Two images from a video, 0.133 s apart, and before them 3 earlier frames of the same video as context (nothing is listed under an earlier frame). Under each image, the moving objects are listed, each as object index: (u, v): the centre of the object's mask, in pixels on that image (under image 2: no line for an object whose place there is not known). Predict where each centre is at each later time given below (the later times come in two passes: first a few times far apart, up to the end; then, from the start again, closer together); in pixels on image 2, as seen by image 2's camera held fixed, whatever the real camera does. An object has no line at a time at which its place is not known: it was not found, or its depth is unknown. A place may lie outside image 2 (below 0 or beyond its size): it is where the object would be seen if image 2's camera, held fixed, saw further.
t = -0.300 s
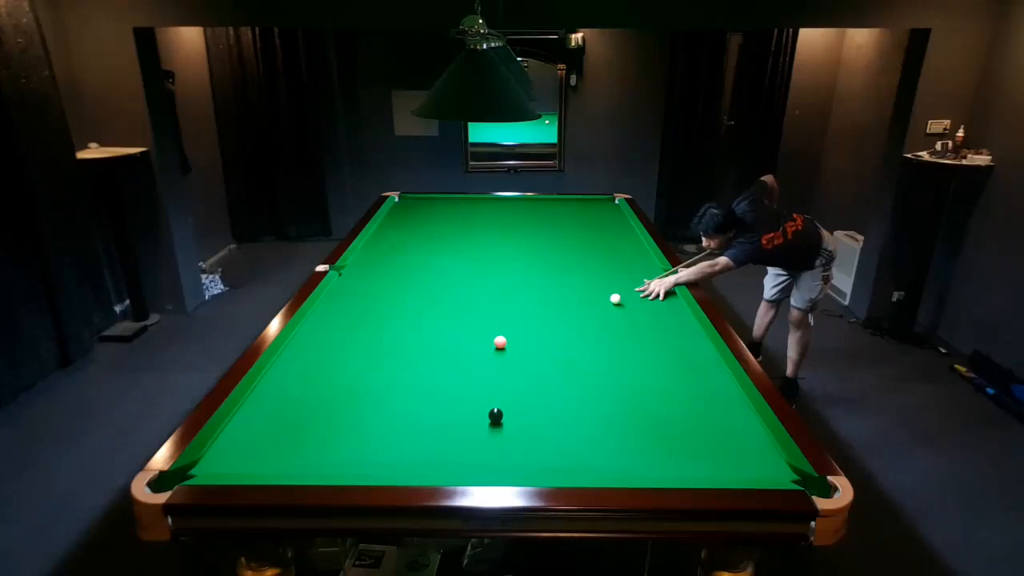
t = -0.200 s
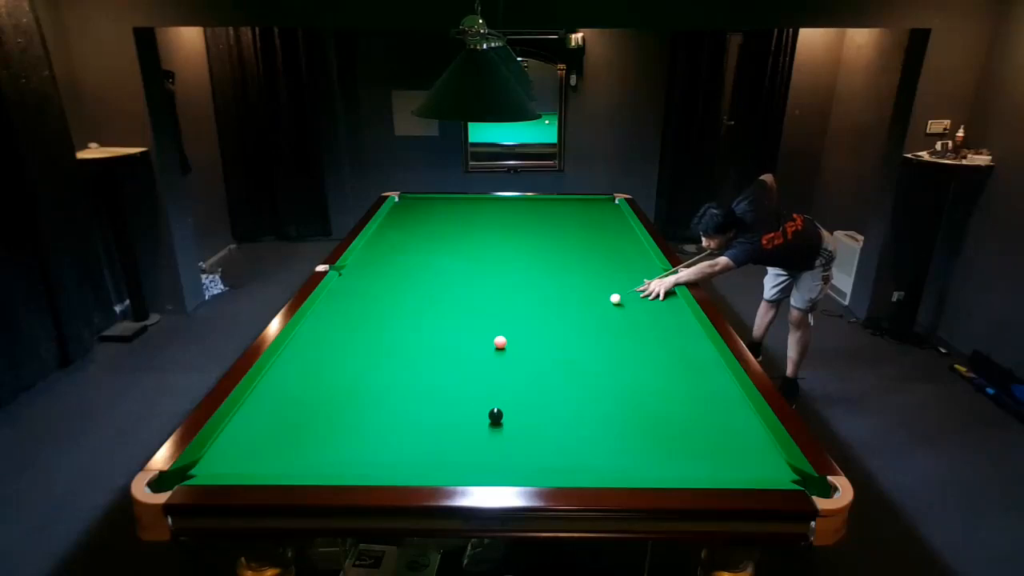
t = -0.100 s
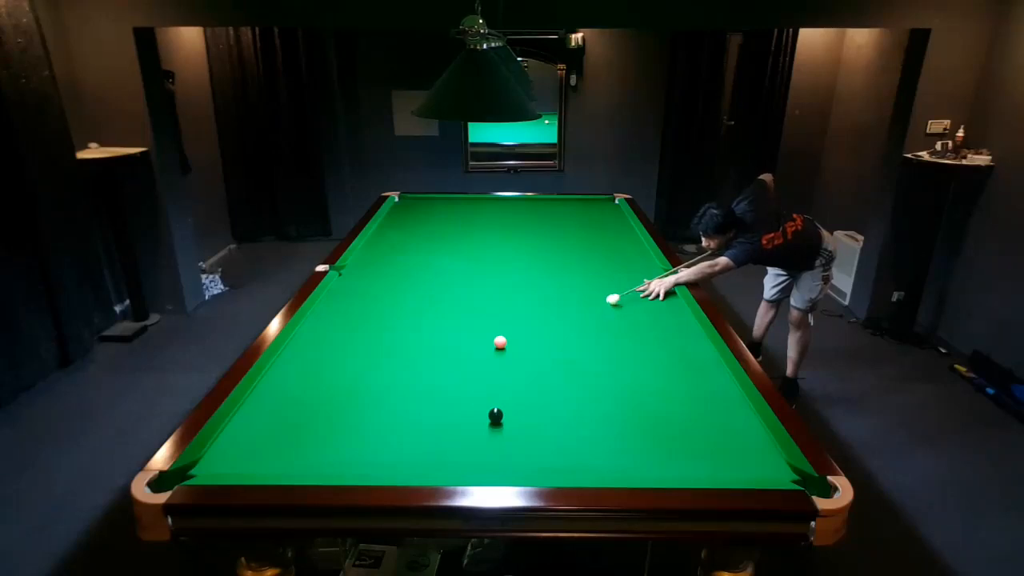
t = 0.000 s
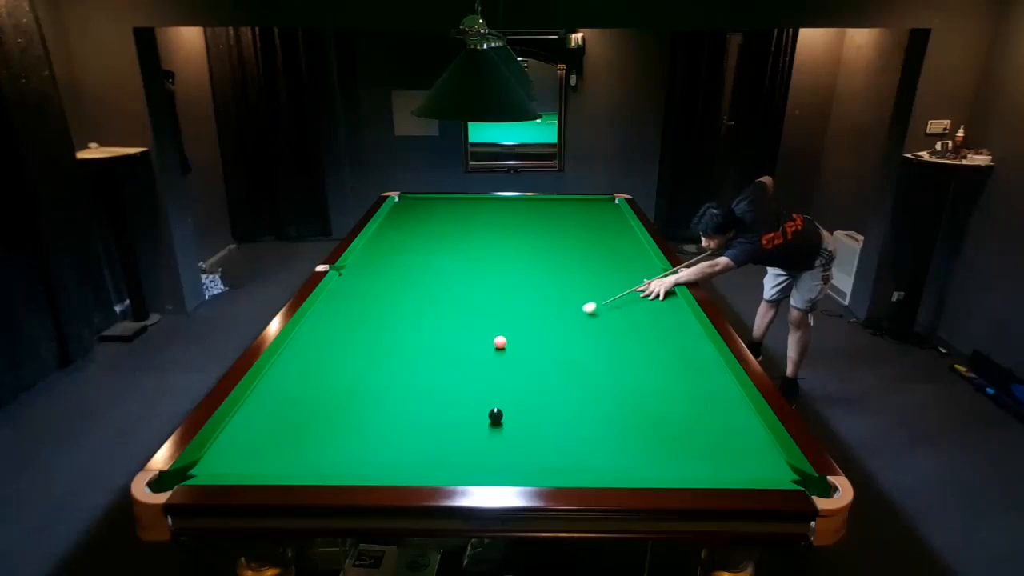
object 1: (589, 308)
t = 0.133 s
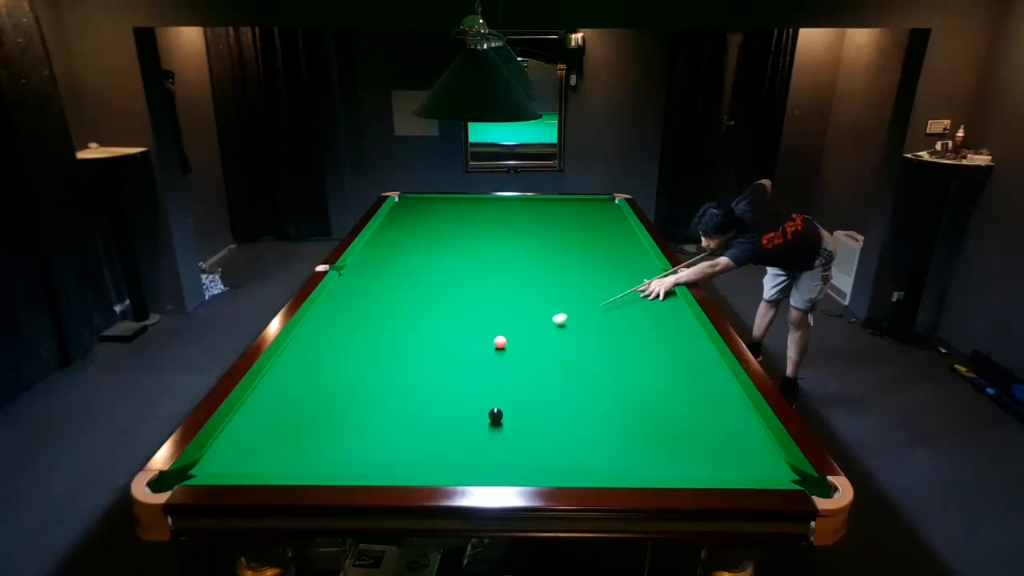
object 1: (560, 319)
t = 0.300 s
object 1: (522, 333)
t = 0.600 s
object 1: (493, 342)
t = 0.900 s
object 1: (470, 348)
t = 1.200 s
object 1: (448, 353)
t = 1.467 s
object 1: (429, 358)
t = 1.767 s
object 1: (409, 363)
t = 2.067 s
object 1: (390, 367)
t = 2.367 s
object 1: (373, 372)
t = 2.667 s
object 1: (357, 375)
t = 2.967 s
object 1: (344, 378)
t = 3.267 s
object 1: (333, 381)
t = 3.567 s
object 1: (323, 383)
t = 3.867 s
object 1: (316, 385)
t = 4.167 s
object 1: (312, 386)
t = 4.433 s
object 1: (310, 387)
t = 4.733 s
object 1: (309, 387)
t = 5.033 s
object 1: (309, 386)
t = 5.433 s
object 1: (310, 386)
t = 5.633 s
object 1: (309, 387)
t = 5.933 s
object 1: (309, 387)
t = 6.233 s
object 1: (310, 387)
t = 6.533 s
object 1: (309, 387)
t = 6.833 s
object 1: (309, 387)
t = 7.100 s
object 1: (309, 387)
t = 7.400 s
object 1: (309, 387)
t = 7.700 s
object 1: (309, 387)
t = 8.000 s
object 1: (309, 387)
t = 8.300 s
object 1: (309, 387)
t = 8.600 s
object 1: (309, 387)
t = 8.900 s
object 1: (309, 387)
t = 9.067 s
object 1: (309, 387)
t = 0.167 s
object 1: (552, 322)
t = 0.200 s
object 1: (545, 324)
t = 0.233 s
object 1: (537, 327)
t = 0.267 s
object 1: (529, 330)
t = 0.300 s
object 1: (522, 333)
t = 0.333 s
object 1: (513, 336)
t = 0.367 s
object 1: (509, 338)
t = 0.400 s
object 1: (507, 338)
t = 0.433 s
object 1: (506, 339)
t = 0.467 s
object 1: (504, 339)
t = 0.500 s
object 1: (501, 340)
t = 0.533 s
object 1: (499, 340)
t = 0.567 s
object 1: (496, 341)
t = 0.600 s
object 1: (493, 342)
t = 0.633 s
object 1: (491, 342)
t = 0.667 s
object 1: (488, 343)
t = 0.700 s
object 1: (485, 344)
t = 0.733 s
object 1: (483, 344)
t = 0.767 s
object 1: (480, 345)
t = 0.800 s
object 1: (478, 346)
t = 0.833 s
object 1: (475, 346)
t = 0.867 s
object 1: (473, 347)
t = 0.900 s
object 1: (470, 348)
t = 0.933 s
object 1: (468, 348)
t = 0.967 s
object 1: (465, 349)
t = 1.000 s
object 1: (463, 349)
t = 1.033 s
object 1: (460, 350)
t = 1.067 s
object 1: (458, 351)
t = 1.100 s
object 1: (455, 351)
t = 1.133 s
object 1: (453, 352)
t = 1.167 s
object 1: (450, 352)
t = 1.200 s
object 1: (448, 353)
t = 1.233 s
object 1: (446, 354)
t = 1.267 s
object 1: (443, 354)
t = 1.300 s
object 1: (441, 355)
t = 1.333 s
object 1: (438, 355)
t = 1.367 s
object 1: (436, 356)
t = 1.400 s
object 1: (434, 356)
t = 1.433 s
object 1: (431, 357)
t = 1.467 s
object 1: (429, 358)
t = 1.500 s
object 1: (427, 358)
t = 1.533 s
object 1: (425, 359)
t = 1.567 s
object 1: (422, 359)
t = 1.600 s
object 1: (420, 360)
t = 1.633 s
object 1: (418, 361)
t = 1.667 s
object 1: (415, 361)
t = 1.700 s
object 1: (413, 362)
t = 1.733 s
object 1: (411, 362)
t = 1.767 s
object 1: (409, 363)
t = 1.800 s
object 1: (407, 363)
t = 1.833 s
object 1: (405, 364)
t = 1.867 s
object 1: (402, 364)
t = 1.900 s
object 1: (401, 365)
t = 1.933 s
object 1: (398, 365)
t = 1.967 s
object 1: (396, 366)
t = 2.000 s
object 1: (394, 366)
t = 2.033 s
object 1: (392, 367)
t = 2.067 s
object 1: (390, 367)
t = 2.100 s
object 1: (388, 368)
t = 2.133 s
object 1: (386, 368)
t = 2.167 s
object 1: (384, 369)
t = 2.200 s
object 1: (382, 369)
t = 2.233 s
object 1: (380, 370)
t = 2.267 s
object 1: (378, 370)
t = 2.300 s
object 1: (377, 371)
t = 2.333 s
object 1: (375, 371)
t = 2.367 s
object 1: (373, 372)
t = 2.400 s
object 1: (371, 372)
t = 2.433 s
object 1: (369, 372)
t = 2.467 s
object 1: (367, 373)
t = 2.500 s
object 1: (366, 373)
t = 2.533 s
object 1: (364, 374)
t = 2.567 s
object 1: (362, 374)
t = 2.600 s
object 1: (361, 374)
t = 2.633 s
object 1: (359, 375)
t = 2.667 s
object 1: (357, 375)
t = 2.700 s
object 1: (356, 376)
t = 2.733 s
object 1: (354, 376)
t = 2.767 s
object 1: (353, 376)
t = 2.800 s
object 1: (351, 377)
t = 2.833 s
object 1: (350, 377)
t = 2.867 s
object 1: (348, 377)
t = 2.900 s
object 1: (347, 378)
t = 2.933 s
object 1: (345, 378)
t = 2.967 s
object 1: (344, 378)
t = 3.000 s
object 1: (343, 379)
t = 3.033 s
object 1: (341, 379)
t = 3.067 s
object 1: (340, 379)
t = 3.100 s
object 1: (339, 380)
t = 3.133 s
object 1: (337, 380)
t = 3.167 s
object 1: (336, 380)
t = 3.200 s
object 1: (335, 380)
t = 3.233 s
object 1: (334, 381)
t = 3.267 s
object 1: (333, 381)
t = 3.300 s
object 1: (331, 381)
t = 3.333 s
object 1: (330, 382)
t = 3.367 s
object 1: (329, 382)
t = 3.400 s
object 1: (328, 382)
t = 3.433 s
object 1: (327, 382)
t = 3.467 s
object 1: (326, 383)
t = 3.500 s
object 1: (325, 383)
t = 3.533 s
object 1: (324, 383)
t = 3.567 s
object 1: (323, 383)
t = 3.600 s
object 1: (322, 383)
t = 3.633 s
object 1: (322, 384)
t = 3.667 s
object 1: (321, 384)
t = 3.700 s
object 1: (320, 384)
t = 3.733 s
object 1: (319, 384)
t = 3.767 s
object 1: (318, 384)
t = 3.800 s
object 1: (318, 385)
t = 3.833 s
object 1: (317, 385)
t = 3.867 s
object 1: (316, 385)
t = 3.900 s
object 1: (316, 385)
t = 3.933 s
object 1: (315, 386)
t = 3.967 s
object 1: (314, 386)
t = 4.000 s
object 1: (314, 386)
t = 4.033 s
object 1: (313, 386)
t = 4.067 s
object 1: (313, 386)
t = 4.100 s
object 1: (312, 386)
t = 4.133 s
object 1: (312, 386)
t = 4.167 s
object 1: (312, 386)
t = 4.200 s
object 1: (311, 386)
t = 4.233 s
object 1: (311, 387)
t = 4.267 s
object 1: (311, 387)
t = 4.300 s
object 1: (310, 387)
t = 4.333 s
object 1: (310, 387)
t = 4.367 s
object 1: (310, 387)
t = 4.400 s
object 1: (310, 387)
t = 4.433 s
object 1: (310, 387)
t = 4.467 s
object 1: (310, 387)
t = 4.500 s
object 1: (310, 387)
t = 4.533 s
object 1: (309, 387)
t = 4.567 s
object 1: (309, 387)
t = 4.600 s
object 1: (309, 387)
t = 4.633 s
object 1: (309, 387)
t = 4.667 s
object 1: (309, 387)
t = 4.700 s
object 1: (309, 387)
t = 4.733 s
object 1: (309, 387)
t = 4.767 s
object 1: (310, 387)
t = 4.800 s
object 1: (310, 387)
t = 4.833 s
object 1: (310, 387)
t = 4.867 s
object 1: (310, 387)
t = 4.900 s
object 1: (310, 387)
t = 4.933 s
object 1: (310, 387)
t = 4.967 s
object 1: (310, 387)
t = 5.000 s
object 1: (310, 387)
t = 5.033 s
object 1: (309, 386)
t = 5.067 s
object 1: (310, 383)
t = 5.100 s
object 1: (310, 386)
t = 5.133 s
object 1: (309, 387)
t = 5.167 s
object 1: (309, 387)
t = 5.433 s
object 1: (310, 386)
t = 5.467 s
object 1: (310, 386)
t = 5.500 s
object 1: (309, 387)
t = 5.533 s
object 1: (309, 387)
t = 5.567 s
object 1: (309, 387)
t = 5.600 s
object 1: (309, 387)
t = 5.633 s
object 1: (309, 387)
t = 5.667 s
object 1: (309, 387)
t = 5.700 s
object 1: (309, 387)
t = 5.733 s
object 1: (309, 387)
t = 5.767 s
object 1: (309, 387)
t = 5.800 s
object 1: (309, 387)
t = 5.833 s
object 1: (309, 387)
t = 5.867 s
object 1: (309, 387)
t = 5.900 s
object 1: (309, 387)
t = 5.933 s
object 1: (309, 387)
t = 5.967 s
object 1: (309, 387)
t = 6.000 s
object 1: (309, 387)
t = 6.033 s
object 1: (309, 387)
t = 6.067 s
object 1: (309, 387)
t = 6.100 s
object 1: (309, 387)
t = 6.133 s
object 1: (309, 387)
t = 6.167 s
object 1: (309, 387)
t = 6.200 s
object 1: (309, 387)
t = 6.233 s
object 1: (310, 387)
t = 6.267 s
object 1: (310, 387)
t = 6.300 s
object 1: (309, 387)
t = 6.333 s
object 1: (310, 387)
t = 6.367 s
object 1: (309, 387)
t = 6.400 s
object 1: (309, 387)
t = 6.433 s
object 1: (309, 387)
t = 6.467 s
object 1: (309, 387)
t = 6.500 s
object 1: (309, 387)
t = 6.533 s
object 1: (309, 387)
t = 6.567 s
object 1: (309, 387)
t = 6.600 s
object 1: (309, 387)
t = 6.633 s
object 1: (309, 387)
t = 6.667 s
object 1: (309, 387)
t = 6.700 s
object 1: (309, 387)
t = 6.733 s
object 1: (309, 387)
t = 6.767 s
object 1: (309, 387)
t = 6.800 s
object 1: (309, 387)
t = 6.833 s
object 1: (309, 387)
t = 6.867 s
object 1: (309, 387)
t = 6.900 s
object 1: (309, 387)
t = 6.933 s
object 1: (309, 387)
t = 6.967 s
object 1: (309, 387)
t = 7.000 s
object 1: (309, 387)
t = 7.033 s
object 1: (309, 387)
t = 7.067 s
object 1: (309, 387)
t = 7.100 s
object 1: (309, 387)
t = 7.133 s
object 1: (309, 387)
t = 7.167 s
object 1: (309, 387)
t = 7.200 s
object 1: (309, 387)
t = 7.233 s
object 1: (309, 387)
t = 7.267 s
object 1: (309, 387)
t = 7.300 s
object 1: (309, 387)
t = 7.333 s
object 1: (309, 387)
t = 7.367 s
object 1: (309, 387)
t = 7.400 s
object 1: (309, 387)
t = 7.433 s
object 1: (309, 387)
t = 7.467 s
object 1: (309, 387)
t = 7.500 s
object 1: (309, 387)
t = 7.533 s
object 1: (309, 387)
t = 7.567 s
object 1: (309, 387)
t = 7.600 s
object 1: (309, 387)
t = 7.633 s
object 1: (309, 387)
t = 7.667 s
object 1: (309, 387)
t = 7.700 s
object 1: (309, 387)
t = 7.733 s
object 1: (309, 387)
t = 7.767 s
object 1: (309, 387)
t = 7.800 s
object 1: (309, 387)
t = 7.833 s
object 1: (309, 387)
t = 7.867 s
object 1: (309, 387)
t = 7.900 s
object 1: (309, 387)
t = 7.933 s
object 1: (309, 387)
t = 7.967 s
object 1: (309, 387)
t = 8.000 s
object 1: (309, 387)
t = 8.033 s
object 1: (309, 387)
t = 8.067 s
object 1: (309, 387)
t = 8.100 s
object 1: (309, 387)
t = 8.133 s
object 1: (309, 387)
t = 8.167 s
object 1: (309, 387)
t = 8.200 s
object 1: (309, 387)
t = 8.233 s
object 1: (309, 387)
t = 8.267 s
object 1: (309, 387)
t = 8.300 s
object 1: (309, 387)
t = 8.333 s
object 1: (309, 387)
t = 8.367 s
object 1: (309, 387)
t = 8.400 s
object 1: (309, 387)
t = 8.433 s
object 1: (309, 387)
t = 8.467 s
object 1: (309, 387)
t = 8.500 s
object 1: (309, 387)
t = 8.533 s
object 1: (309, 387)
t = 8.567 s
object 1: (309, 387)
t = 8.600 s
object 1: (309, 387)
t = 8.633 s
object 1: (309, 387)
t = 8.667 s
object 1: (309, 387)
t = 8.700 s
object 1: (309, 387)
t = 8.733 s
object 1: (309, 387)
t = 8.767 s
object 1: (309, 387)
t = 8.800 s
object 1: (309, 387)
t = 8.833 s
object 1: (309, 387)
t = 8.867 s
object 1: (309, 387)
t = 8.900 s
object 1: (309, 387)
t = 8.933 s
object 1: (309, 387)
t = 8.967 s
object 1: (309, 387)
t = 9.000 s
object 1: (309, 387)
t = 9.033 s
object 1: (309, 387)
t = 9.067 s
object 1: (309, 387)
